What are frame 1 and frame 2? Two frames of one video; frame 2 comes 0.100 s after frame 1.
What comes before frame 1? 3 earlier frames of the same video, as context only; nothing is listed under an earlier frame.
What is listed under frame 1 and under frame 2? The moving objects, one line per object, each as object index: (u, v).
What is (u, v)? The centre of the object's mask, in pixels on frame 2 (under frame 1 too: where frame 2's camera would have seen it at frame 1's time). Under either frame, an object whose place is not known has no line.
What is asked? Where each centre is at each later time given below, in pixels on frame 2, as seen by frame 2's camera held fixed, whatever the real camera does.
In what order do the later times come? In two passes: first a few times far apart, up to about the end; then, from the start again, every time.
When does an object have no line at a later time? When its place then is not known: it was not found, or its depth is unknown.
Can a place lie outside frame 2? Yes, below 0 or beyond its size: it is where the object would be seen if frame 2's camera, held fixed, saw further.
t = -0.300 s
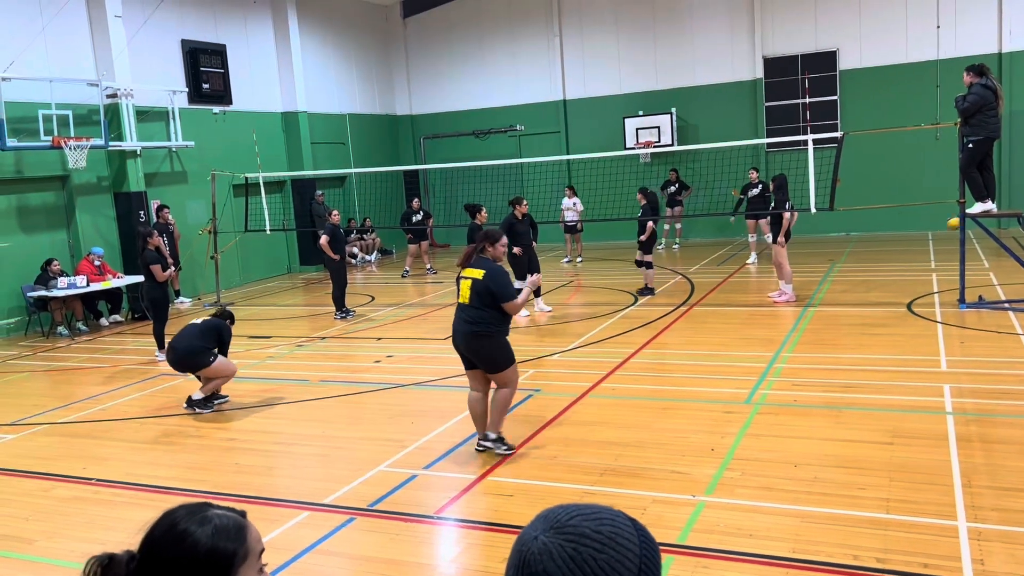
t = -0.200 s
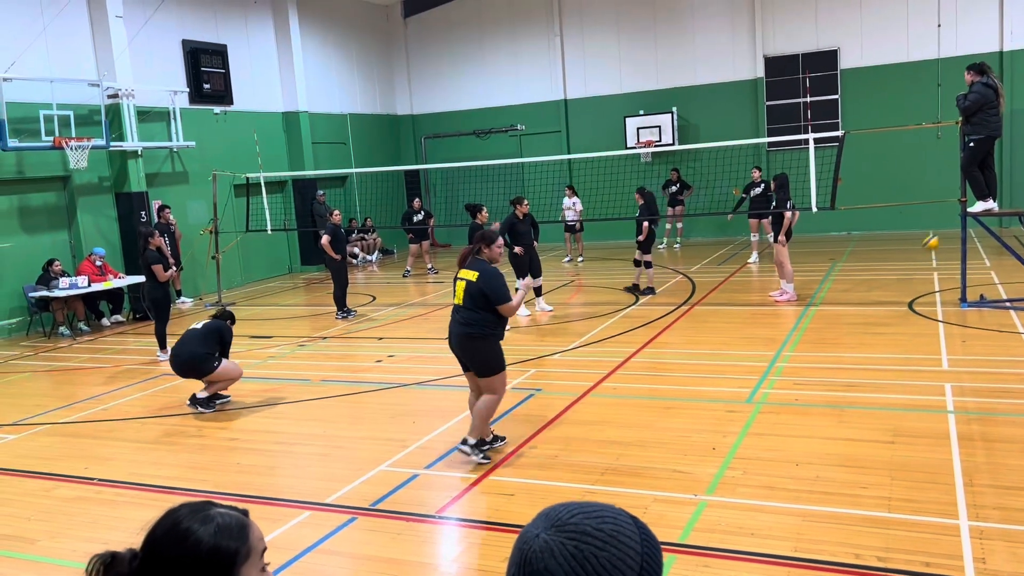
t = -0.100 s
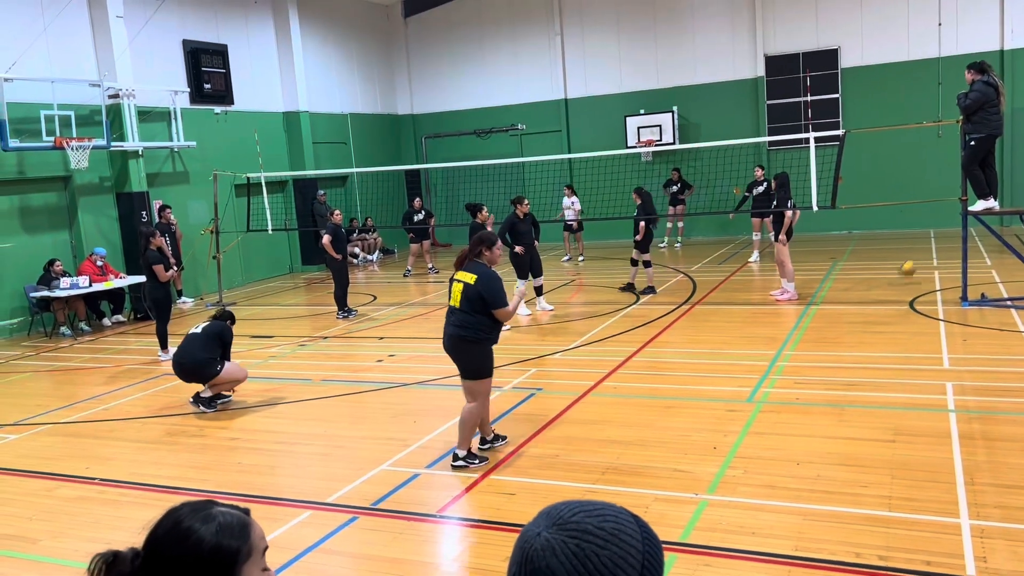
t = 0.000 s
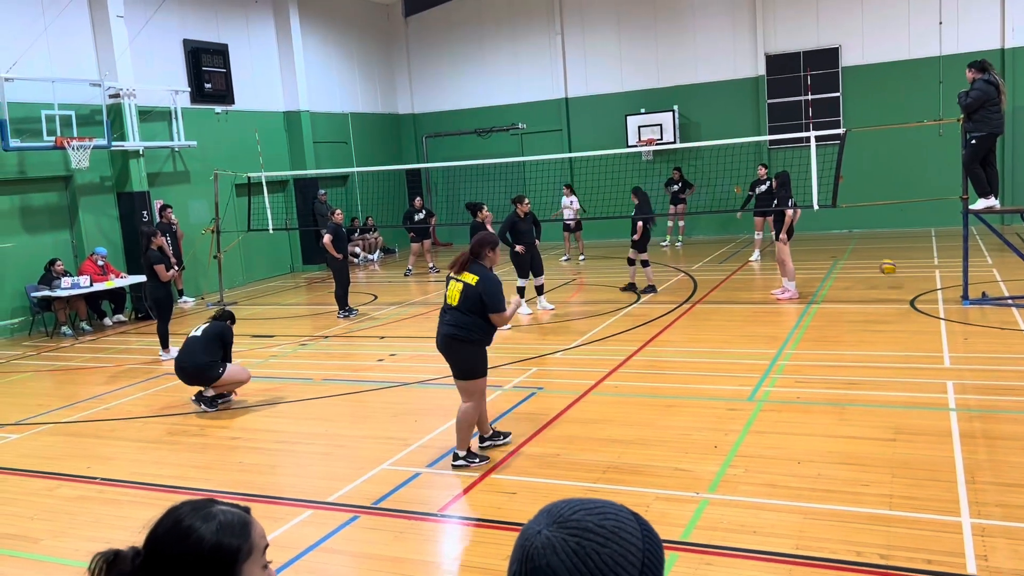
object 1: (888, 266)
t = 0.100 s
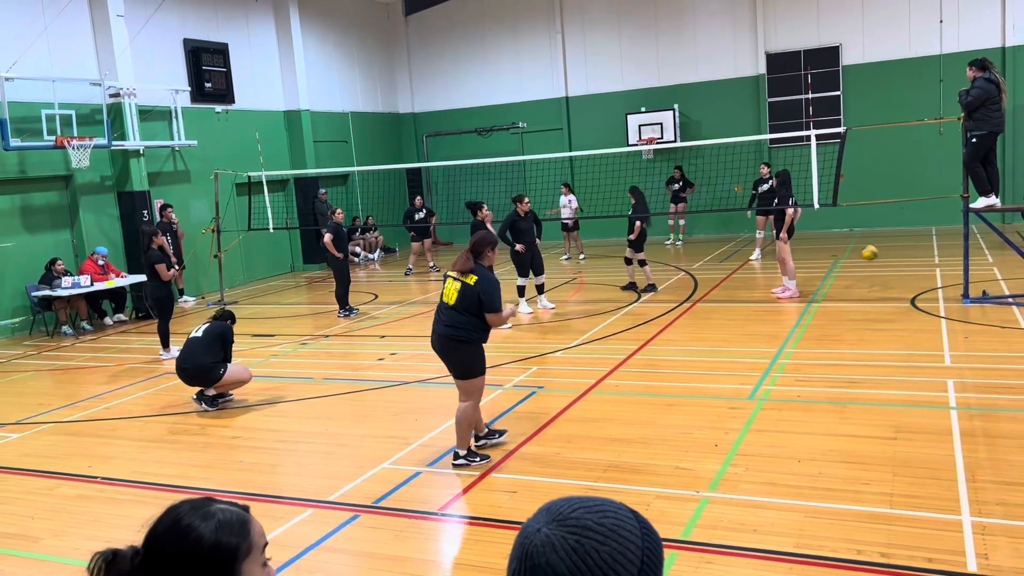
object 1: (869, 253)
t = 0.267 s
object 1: (837, 247)
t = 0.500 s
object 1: (792, 271)
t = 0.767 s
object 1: (735, 293)
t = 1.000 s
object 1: (680, 295)
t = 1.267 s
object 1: (617, 334)
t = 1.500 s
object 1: (554, 328)
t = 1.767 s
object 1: (481, 367)
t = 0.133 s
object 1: (863, 249)
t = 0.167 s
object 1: (857, 248)
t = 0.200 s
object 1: (849, 246)
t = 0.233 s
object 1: (843, 245)
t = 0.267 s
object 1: (837, 247)
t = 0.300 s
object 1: (831, 248)
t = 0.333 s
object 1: (824, 249)
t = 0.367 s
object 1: (818, 252)
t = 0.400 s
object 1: (811, 256)
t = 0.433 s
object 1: (805, 260)
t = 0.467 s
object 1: (799, 266)
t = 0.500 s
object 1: (792, 271)
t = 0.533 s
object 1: (785, 279)
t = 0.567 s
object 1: (777, 288)
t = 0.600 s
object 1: (772, 297)
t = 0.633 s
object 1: (766, 308)
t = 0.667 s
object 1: (758, 306)
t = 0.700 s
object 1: (750, 300)
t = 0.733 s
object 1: (742, 296)
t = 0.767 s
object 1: (735, 293)
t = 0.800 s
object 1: (728, 291)
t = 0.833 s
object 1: (720, 290)
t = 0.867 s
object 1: (712, 288)
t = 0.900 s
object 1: (704, 289)
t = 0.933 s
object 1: (696, 291)
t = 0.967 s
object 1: (689, 292)
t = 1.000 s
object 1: (680, 295)
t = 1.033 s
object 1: (674, 299)
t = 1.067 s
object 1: (664, 305)
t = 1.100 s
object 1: (658, 310)
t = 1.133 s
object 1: (649, 320)
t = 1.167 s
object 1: (641, 326)
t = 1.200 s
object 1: (634, 336)
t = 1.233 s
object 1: (625, 338)
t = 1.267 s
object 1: (617, 334)
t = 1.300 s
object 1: (608, 331)
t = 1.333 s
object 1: (598, 328)
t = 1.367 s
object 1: (590, 326)
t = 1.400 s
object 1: (581, 325)
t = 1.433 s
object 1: (573, 325)
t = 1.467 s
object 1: (563, 327)
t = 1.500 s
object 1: (554, 328)
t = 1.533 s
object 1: (545, 333)
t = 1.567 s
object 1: (537, 336)
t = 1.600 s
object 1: (527, 343)
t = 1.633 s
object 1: (518, 349)
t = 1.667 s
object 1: (509, 357)
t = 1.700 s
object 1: (500, 367)
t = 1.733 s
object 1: (492, 371)
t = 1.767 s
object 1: (481, 367)
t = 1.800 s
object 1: (471, 365)
